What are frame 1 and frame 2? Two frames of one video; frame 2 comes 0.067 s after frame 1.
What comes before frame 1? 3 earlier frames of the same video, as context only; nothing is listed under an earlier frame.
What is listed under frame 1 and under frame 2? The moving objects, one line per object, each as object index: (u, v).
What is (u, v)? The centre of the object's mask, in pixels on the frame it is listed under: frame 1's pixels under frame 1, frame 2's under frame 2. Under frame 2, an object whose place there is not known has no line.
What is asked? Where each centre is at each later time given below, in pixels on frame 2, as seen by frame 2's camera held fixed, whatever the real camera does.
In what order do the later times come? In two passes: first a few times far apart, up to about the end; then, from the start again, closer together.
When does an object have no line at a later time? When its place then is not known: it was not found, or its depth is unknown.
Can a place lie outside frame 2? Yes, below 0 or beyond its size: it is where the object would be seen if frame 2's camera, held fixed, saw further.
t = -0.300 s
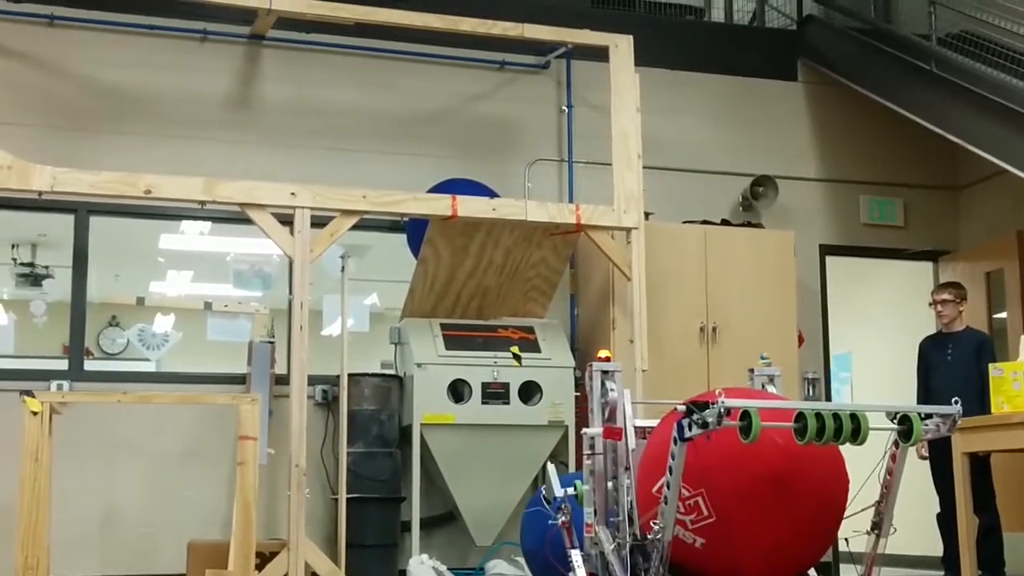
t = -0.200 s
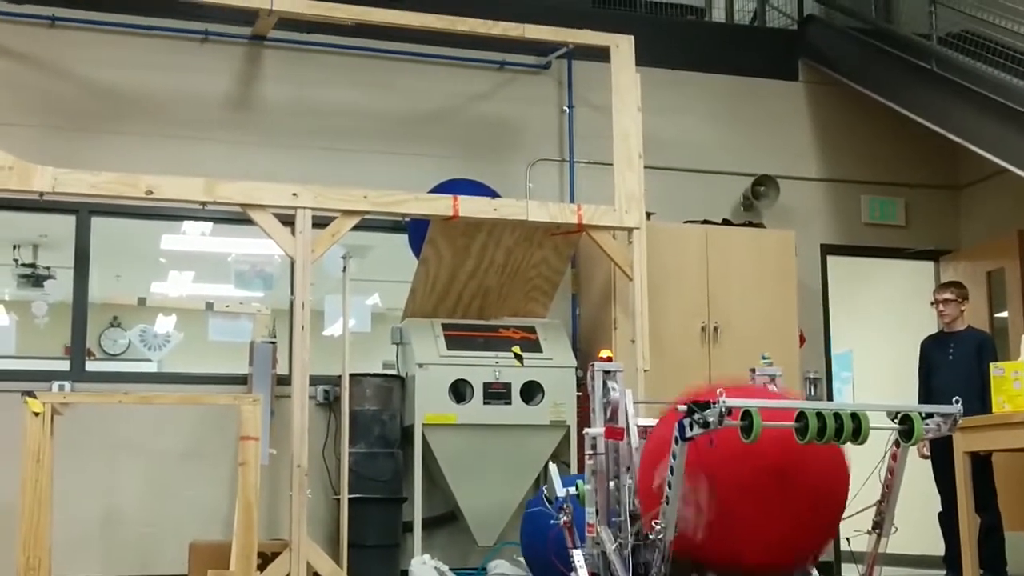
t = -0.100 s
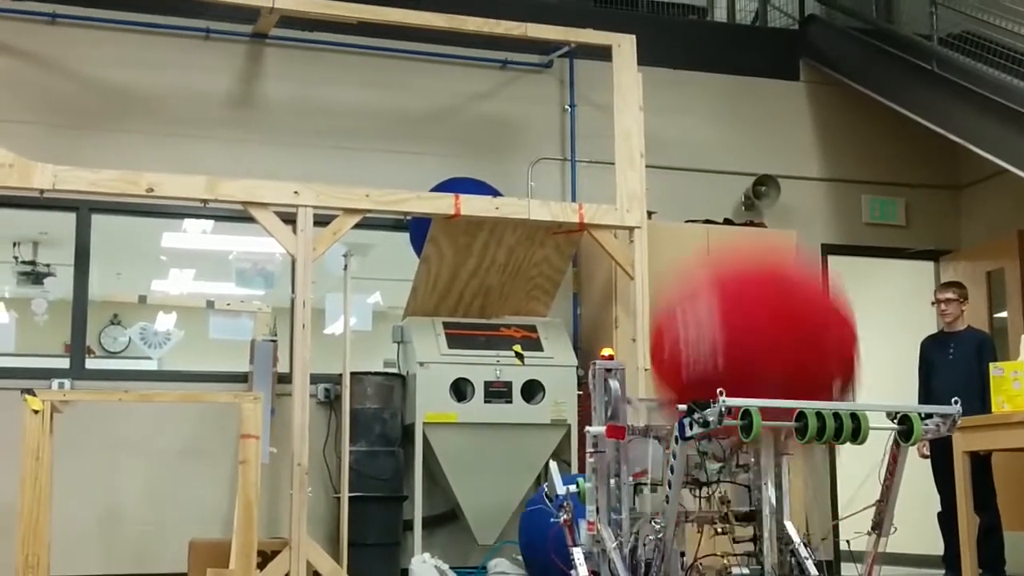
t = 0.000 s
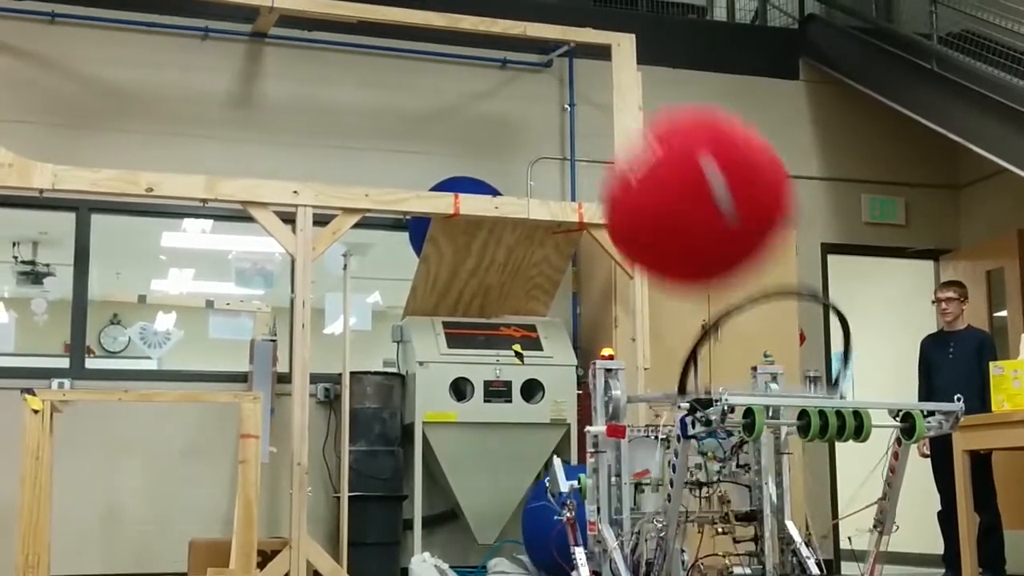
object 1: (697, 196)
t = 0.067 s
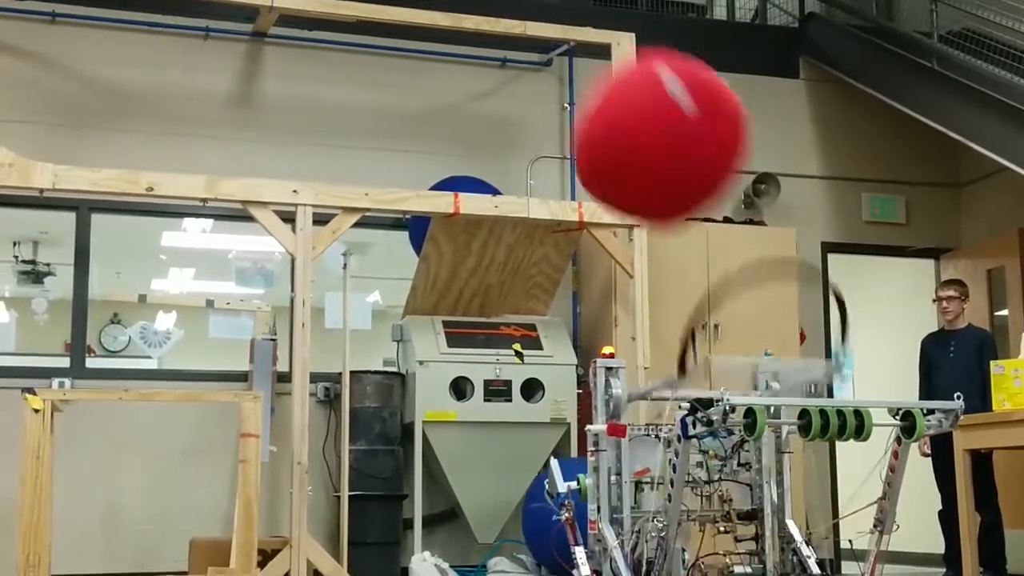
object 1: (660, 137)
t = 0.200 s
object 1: (595, 73)
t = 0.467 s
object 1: (520, 80)
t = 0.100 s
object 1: (643, 116)
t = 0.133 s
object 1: (626, 98)
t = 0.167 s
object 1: (610, 82)
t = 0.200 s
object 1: (595, 73)
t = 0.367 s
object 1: (541, 64)
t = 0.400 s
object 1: (532, 67)
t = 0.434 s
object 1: (525, 74)
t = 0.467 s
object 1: (520, 80)
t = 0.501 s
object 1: (513, 90)
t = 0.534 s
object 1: (506, 98)
